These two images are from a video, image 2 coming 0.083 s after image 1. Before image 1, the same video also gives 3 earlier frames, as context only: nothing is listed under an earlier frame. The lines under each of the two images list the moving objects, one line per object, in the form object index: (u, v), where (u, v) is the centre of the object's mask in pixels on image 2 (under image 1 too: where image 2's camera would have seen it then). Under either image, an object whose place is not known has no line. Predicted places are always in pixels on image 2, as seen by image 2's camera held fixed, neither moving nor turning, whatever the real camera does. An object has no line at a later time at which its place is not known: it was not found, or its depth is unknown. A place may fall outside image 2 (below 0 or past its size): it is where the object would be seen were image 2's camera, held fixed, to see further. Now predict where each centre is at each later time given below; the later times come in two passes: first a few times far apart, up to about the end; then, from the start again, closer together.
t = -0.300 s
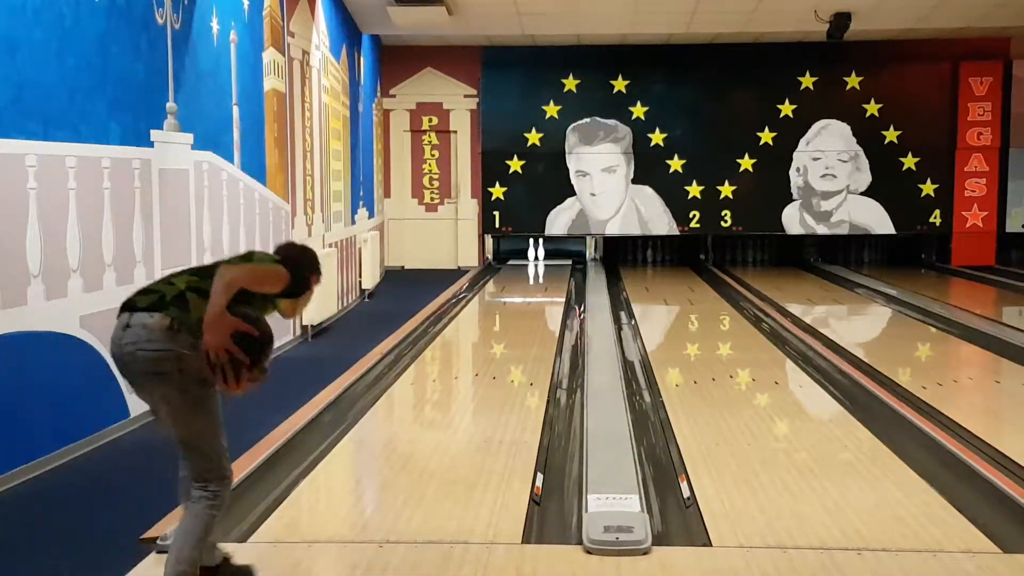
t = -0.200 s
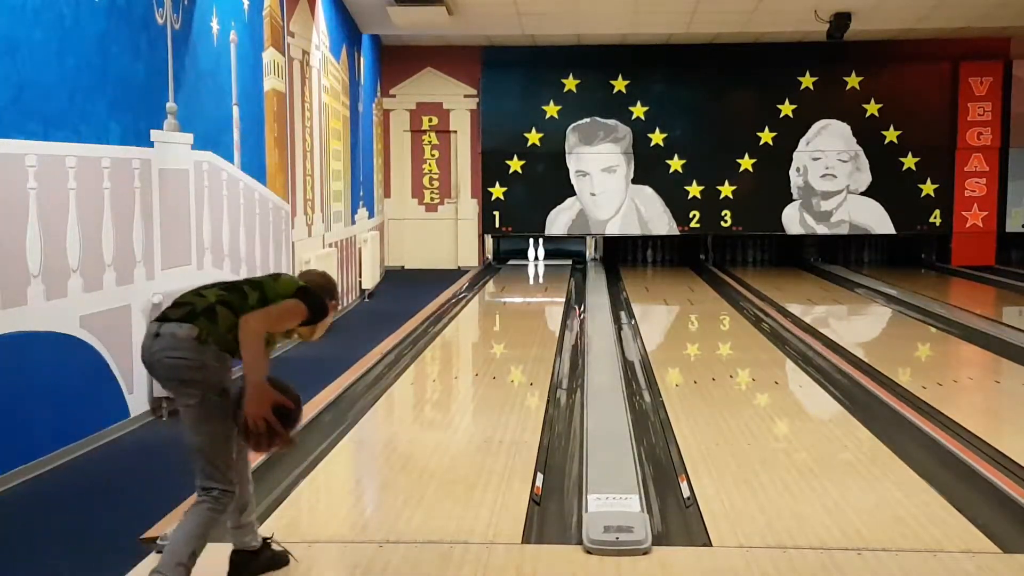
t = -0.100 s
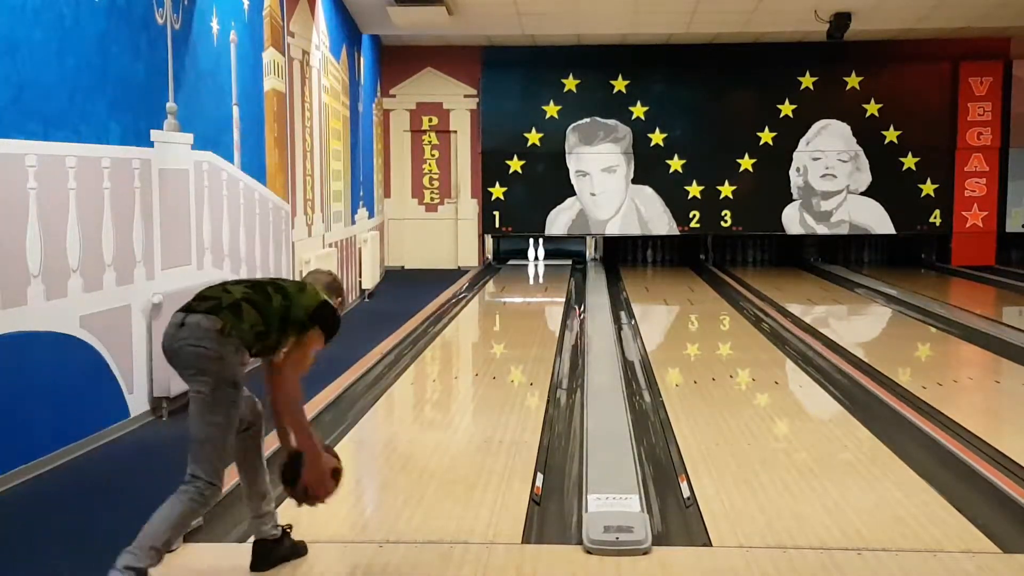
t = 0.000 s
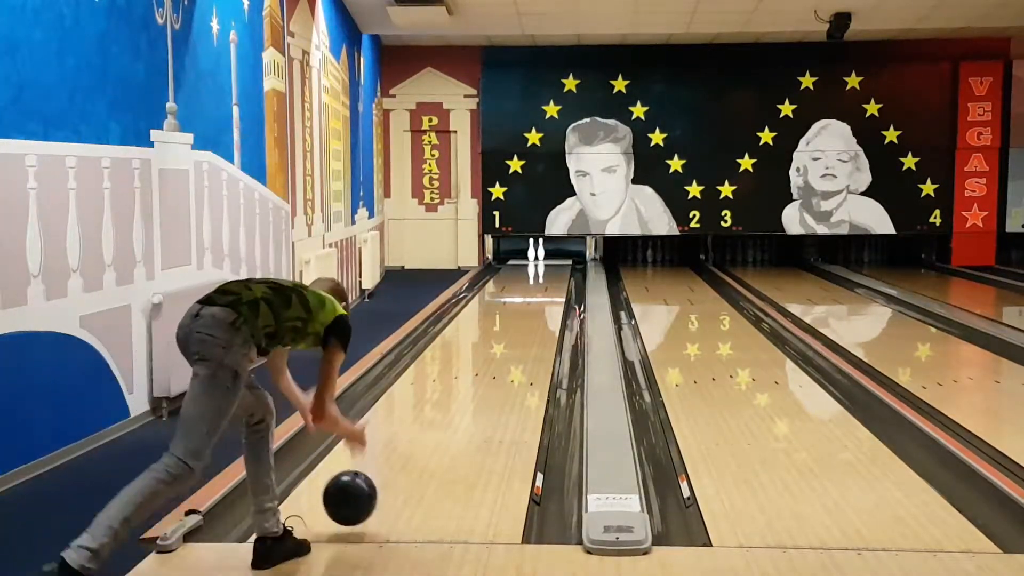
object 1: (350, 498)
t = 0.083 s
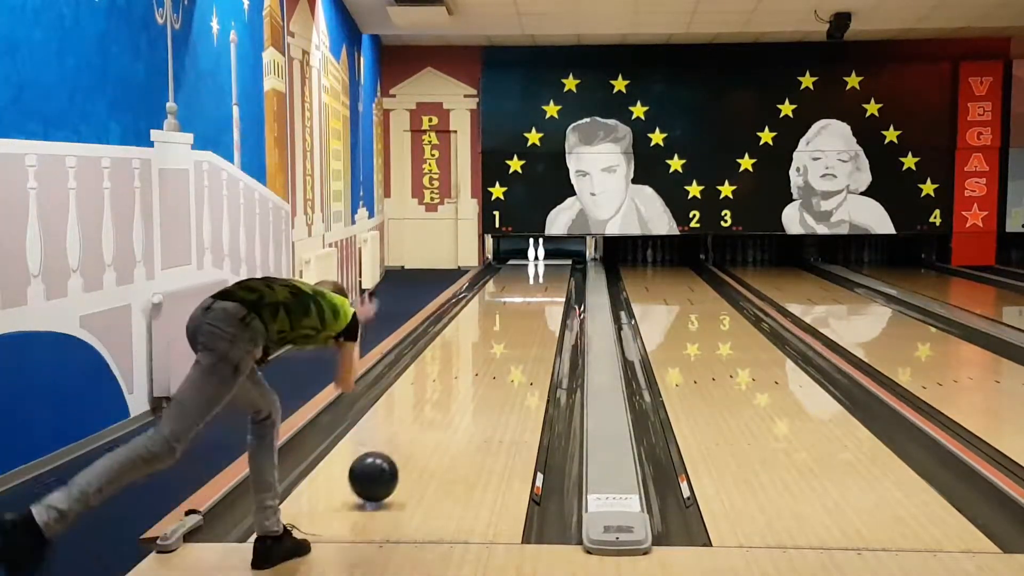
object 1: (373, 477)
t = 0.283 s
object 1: (416, 432)
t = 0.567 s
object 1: (456, 383)
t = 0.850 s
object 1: (482, 351)
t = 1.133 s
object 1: (500, 328)
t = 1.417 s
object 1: (513, 310)
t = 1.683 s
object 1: (523, 296)
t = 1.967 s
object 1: (531, 285)
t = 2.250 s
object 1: (535, 275)
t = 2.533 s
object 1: (535, 268)
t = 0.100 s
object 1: (377, 473)
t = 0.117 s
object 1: (382, 468)
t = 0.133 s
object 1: (385, 465)
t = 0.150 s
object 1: (389, 463)
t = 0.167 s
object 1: (393, 459)
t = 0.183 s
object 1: (396, 454)
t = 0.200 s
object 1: (400, 451)
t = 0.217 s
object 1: (403, 447)
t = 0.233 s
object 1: (407, 443)
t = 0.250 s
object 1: (410, 439)
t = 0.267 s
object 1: (413, 435)
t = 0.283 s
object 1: (416, 432)
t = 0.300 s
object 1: (419, 428)
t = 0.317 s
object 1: (422, 424)
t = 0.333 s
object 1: (424, 421)
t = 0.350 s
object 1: (427, 418)
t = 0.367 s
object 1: (429, 415)
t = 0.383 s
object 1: (432, 412)
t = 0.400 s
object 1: (434, 409)
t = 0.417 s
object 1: (437, 406)
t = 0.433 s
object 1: (439, 404)
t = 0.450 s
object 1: (441, 401)
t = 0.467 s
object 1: (444, 398)
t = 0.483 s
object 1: (446, 395)
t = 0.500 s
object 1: (448, 393)
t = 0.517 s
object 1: (450, 390)
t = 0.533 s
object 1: (452, 388)
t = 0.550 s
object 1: (454, 386)
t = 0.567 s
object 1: (456, 383)
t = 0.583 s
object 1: (458, 381)
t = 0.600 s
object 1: (459, 379)
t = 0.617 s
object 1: (461, 376)
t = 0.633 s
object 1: (463, 374)
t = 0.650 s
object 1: (464, 372)
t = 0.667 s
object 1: (466, 370)
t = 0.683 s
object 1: (468, 368)
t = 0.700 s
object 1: (469, 366)
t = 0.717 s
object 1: (471, 365)
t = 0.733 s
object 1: (472, 363)
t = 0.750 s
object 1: (474, 361)
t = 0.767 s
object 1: (475, 359)
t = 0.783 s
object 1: (477, 358)
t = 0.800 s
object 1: (478, 356)
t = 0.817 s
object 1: (479, 354)
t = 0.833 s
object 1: (480, 353)
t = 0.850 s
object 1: (482, 351)
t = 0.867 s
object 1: (483, 350)
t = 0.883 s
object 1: (484, 348)
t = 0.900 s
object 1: (485, 346)
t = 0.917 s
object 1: (487, 345)
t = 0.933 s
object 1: (488, 343)
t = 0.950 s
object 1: (489, 342)
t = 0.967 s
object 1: (490, 341)
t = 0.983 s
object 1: (491, 339)
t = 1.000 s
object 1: (492, 338)
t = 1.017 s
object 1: (493, 336)
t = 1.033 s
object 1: (494, 335)
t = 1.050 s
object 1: (495, 334)
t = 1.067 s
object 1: (496, 332)
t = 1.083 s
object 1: (497, 331)
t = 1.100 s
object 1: (498, 330)
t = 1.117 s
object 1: (499, 328)
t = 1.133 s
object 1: (500, 328)
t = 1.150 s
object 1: (501, 326)
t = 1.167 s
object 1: (502, 325)
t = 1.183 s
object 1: (503, 324)
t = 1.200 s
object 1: (503, 323)
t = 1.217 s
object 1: (504, 322)
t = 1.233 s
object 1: (505, 321)
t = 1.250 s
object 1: (506, 319)
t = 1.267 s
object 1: (507, 319)
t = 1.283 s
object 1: (508, 317)
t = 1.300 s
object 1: (508, 316)
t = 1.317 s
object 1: (509, 315)
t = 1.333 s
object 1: (510, 314)
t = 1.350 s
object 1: (510, 313)
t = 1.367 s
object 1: (511, 313)
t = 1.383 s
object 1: (512, 311)
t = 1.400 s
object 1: (513, 311)
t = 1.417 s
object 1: (513, 310)
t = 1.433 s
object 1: (514, 309)
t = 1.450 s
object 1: (515, 308)
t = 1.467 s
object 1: (515, 307)
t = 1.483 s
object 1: (516, 306)
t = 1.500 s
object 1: (516, 305)
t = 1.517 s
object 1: (517, 304)
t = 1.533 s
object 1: (518, 303)
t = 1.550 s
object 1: (518, 302)
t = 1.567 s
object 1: (519, 302)
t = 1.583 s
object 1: (520, 301)
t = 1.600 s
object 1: (520, 300)
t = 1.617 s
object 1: (521, 299)
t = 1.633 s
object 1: (521, 298)
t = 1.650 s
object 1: (522, 298)
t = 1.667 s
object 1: (522, 297)
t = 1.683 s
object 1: (523, 296)
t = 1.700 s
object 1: (523, 296)
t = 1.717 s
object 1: (524, 295)
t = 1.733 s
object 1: (524, 294)
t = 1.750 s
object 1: (525, 293)
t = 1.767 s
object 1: (525, 293)
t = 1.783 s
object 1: (526, 292)
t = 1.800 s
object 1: (526, 291)
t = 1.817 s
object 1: (527, 290)
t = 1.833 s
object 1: (527, 290)
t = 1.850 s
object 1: (528, 289)
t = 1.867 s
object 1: (528, 289)
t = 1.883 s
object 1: (529, 288)
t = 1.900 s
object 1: (529, 287)
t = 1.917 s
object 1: (529, 287)
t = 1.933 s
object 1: (530, 286)
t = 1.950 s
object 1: (530, 286)
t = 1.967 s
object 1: (531, 285)
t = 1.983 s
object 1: (531, 284)
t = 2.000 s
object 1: (531, 284)
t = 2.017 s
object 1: (531, 283)
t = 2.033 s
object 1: (532, 283)
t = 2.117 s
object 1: (534, 280)
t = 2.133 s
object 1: (534, 279)
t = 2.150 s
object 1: (534, 279)
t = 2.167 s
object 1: (534, 278)
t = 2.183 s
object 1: (534, 278)
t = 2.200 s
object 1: (535, 277)
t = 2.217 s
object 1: (535, 277)
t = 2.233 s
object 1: (535, 276)
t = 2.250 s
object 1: (535, 275)
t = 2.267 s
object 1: (535, 275)
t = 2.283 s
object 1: (535, 274)
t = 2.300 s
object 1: (535, 274)
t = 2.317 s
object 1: (535, 274)
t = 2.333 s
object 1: (536, 273)
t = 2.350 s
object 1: (536, 273)
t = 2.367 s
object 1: (536, 272)
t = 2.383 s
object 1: (536, 272)
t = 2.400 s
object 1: (535, 271)
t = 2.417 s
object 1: (536, 271)
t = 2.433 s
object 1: (535, 270)
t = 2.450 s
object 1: (535, 270)
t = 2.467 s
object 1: (535, 270)
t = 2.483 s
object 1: (535, 269)
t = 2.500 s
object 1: (535, 268)
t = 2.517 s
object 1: (535, 268)
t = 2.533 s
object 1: (535, 268)
